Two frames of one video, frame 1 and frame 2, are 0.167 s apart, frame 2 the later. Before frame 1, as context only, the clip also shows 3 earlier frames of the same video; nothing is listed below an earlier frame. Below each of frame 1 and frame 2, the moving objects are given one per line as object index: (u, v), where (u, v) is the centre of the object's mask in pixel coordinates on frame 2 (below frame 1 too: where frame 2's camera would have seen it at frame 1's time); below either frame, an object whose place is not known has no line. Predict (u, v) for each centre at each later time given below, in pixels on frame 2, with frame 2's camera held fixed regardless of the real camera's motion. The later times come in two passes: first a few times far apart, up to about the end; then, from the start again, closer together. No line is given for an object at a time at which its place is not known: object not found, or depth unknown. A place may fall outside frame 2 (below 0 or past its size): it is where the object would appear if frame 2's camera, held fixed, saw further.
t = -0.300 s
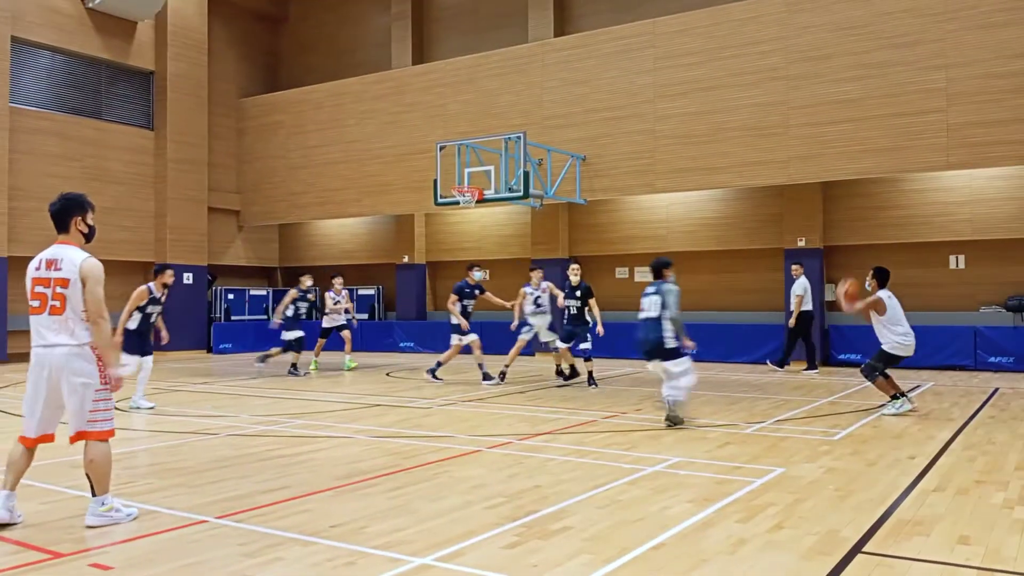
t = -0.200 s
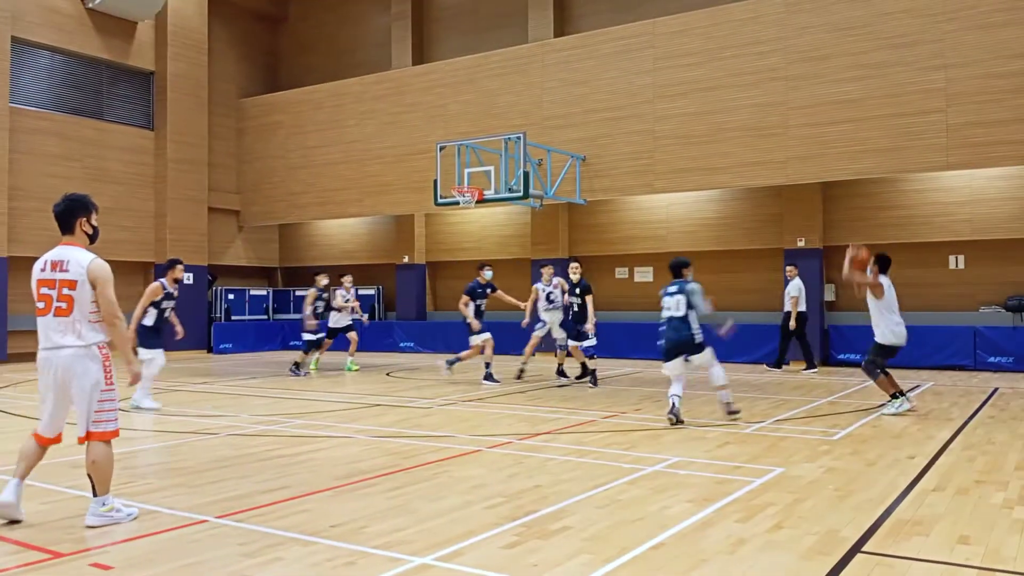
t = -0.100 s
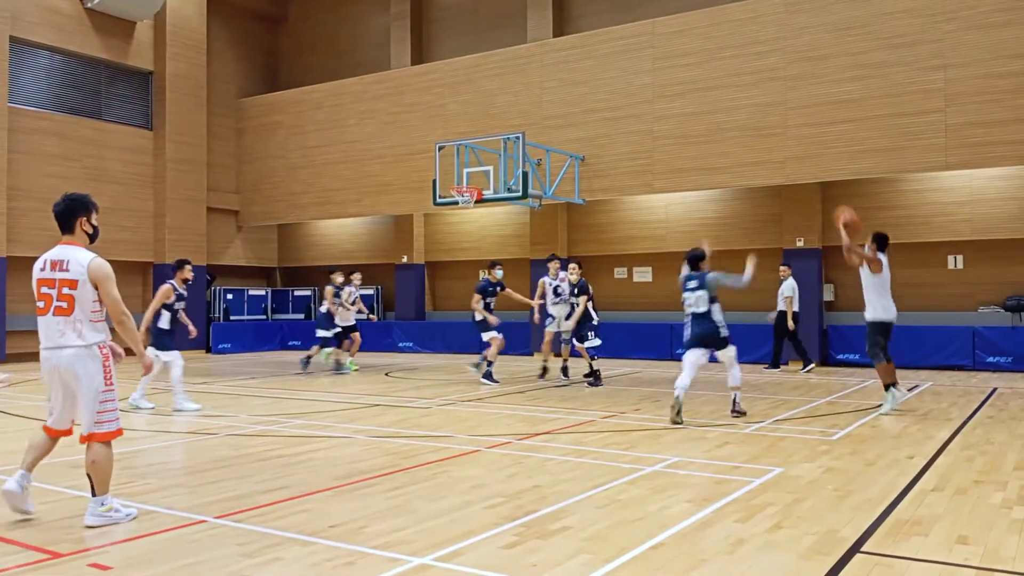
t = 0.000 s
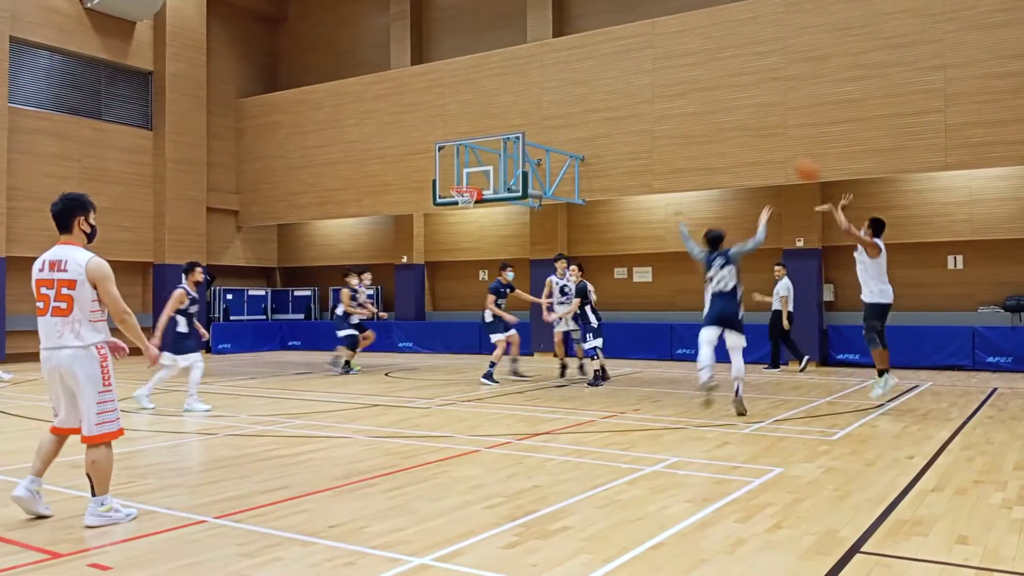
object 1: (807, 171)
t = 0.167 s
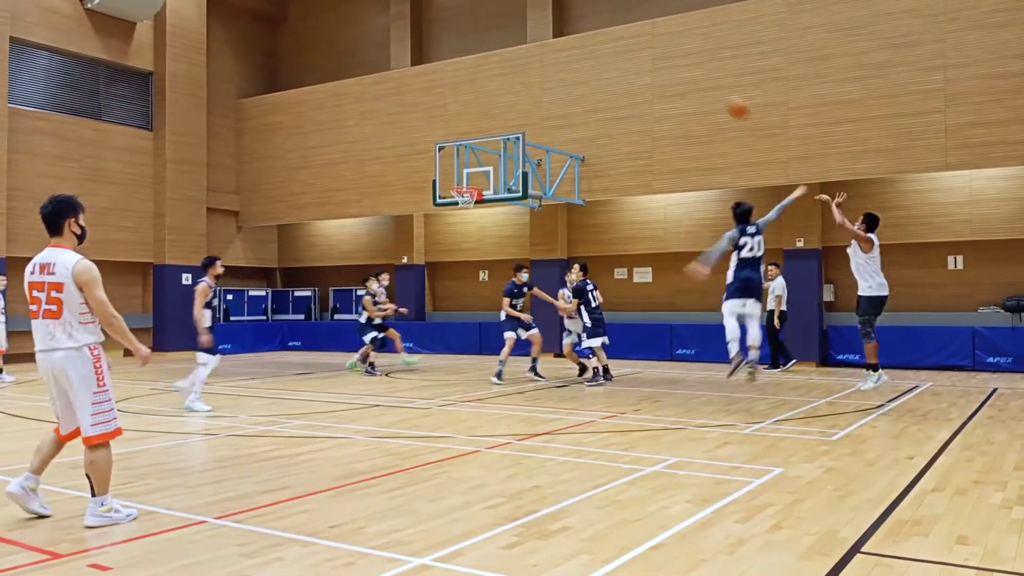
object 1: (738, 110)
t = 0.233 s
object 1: (713, 92)
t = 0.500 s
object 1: (625, 60)
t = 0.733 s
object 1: (562, 75)
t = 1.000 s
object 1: (501, 128)
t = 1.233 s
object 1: (456, 200)
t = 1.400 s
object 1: (438, 233)
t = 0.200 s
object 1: (725, 99)
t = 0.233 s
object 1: (713, 92)
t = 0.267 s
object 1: (701, 84)
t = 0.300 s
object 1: (690, 78)
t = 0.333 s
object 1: (678, 72)
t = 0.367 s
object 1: (666, 68)
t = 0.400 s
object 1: (656, 65)
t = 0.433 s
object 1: (646, 62)
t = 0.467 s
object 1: (635, 61)
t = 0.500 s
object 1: (625, 60)
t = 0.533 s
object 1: (616, 60)
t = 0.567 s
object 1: (606, 61)
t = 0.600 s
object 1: (598, 62)
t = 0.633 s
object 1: (589, 64)
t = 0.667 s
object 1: (580, 67)
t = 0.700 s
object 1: (571, 71)
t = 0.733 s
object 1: (562, 75)
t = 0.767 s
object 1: (554, 79)
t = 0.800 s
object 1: (547, 85)
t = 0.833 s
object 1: (538, 91)
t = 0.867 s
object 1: (531, 97)
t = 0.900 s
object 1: (522, 104)
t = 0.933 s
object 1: (516, 112)
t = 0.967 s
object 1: (508, 121)
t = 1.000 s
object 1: (501, 128)
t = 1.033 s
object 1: (493, 139)
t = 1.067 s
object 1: (486, 149)
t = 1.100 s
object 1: (481, 158)
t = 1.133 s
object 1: (474, 169)
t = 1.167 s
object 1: (468, 179)
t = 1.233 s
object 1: (456, 200)
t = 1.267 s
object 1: (452, 206)
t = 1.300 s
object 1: (449, 213)
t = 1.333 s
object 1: (445, 220)
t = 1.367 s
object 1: (442, 227)
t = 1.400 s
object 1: (438, 233)
